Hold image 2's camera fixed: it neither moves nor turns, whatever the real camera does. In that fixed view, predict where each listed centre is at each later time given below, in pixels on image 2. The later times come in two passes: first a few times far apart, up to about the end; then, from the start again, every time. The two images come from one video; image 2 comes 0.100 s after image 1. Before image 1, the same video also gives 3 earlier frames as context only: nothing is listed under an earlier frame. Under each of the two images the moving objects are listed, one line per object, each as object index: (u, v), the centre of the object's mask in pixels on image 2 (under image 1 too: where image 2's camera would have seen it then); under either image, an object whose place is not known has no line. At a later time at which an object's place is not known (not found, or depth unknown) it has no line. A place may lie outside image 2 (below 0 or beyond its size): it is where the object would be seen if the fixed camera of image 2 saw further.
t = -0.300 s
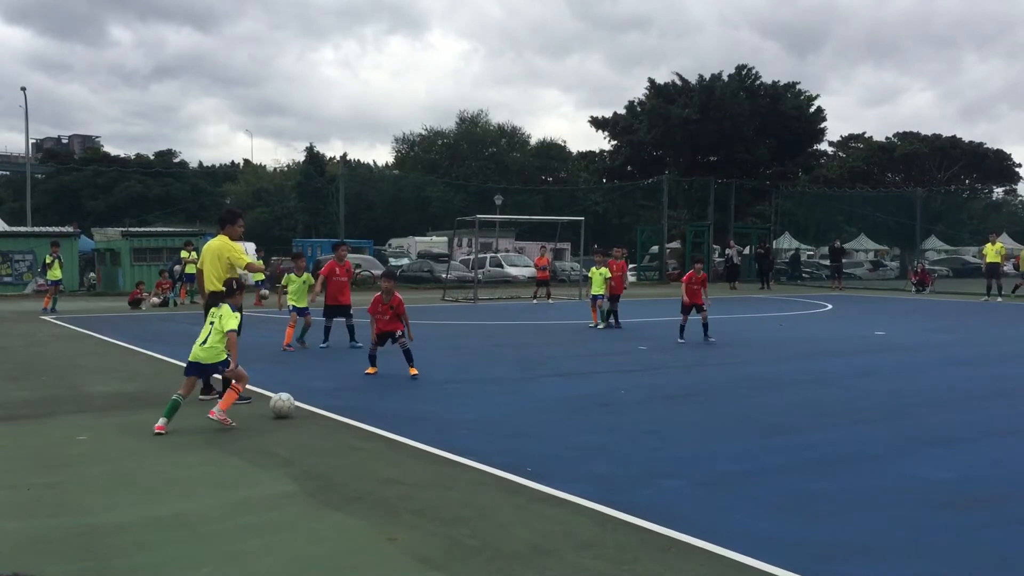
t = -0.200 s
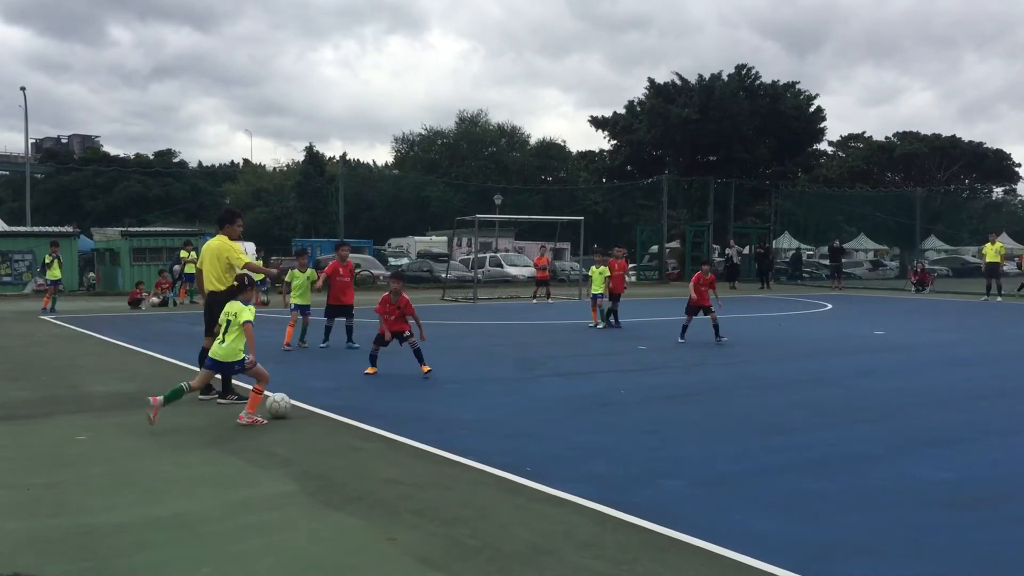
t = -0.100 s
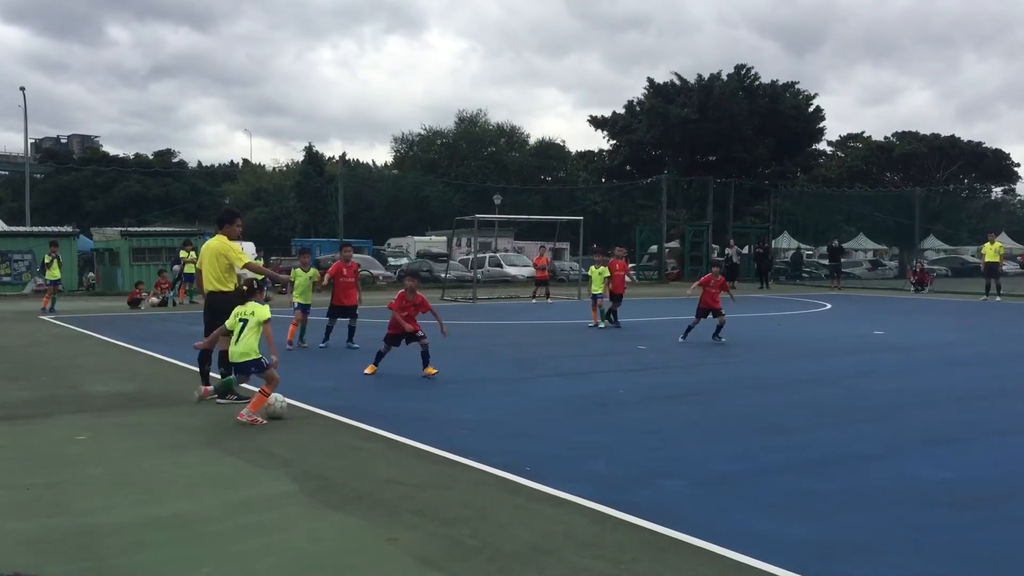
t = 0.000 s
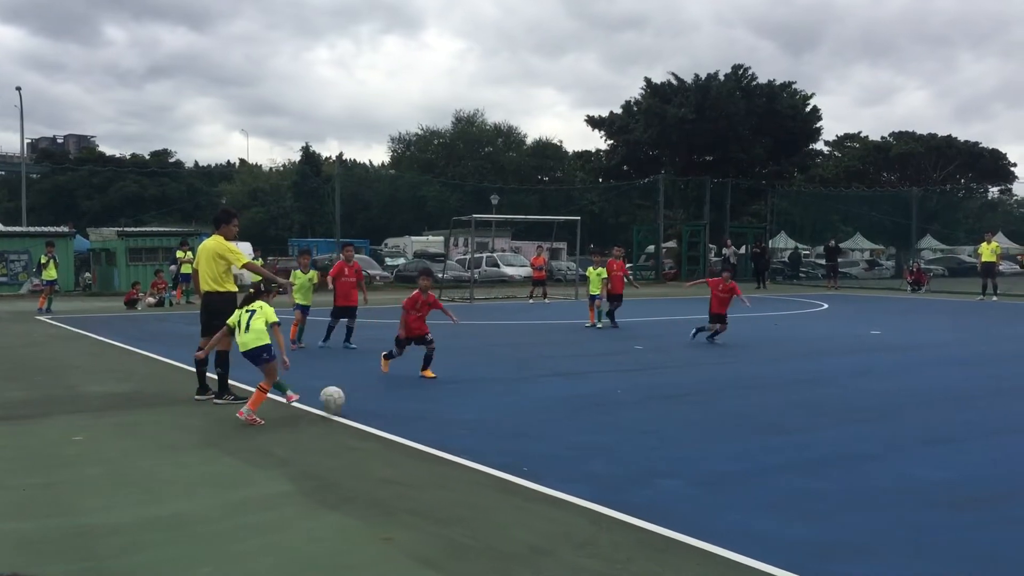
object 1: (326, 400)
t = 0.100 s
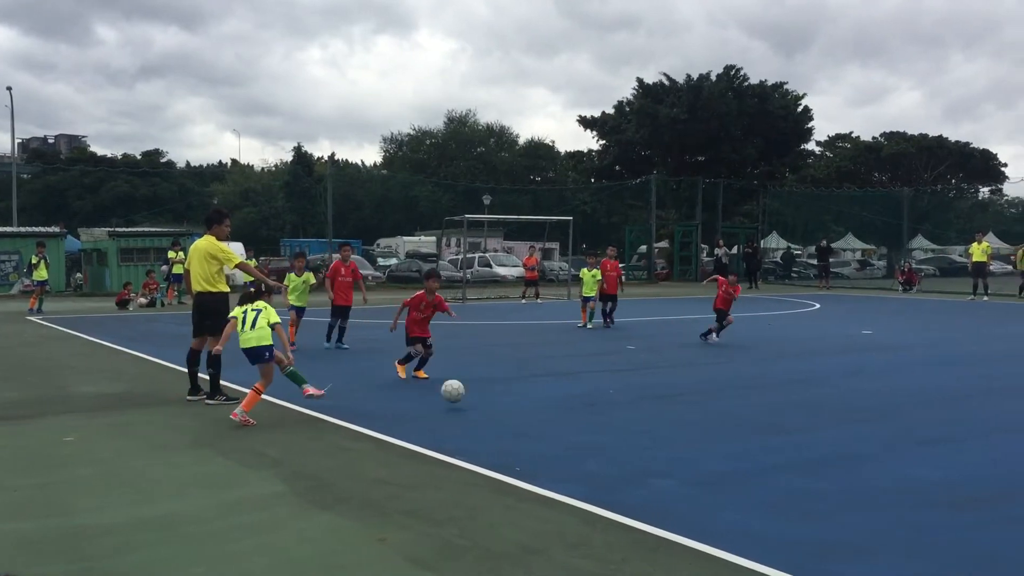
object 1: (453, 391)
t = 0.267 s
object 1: (627, 387)
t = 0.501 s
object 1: (805, 385)
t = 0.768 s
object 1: (956, 381)
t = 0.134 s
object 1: (492, 391)
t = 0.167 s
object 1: (531, 393)
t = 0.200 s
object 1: (565, 391)
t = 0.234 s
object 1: (596, 388)
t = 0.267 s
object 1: (627, 387)
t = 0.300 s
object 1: (657, 387)
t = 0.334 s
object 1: (685, 388)
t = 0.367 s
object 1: (710, 386)
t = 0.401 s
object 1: (736, 386)
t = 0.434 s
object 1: (761, 386)
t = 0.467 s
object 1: (783, 385)
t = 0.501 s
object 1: (805, 385)
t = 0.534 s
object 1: (826, 384)
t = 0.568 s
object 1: (845, 383)
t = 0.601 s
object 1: (864, 384)
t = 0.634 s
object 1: (882, 382)
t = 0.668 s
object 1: (901, 381)
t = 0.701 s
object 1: (920, 381)
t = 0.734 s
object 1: (938, 382)
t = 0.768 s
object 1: (956, 381)
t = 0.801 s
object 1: (974, 380)
